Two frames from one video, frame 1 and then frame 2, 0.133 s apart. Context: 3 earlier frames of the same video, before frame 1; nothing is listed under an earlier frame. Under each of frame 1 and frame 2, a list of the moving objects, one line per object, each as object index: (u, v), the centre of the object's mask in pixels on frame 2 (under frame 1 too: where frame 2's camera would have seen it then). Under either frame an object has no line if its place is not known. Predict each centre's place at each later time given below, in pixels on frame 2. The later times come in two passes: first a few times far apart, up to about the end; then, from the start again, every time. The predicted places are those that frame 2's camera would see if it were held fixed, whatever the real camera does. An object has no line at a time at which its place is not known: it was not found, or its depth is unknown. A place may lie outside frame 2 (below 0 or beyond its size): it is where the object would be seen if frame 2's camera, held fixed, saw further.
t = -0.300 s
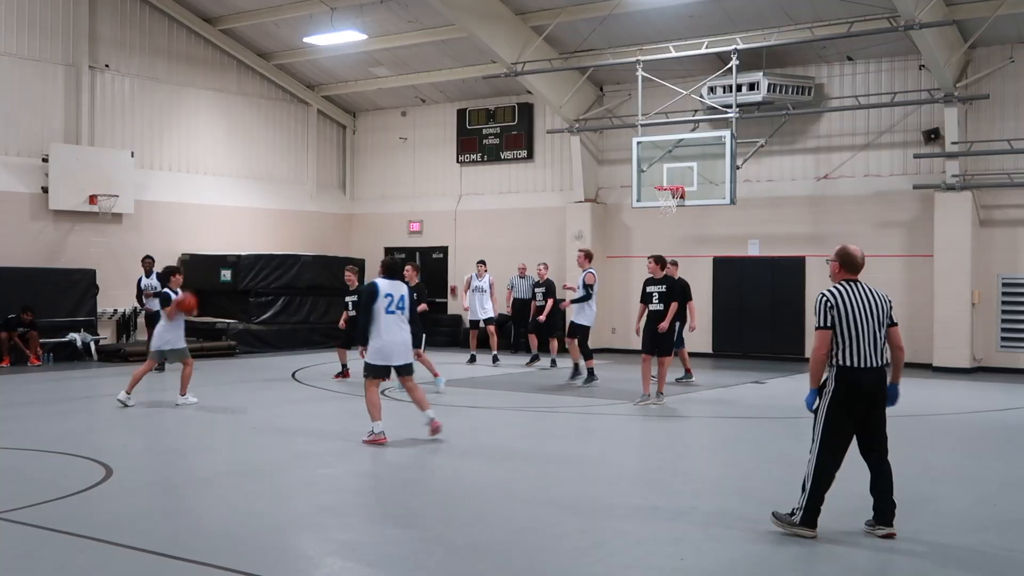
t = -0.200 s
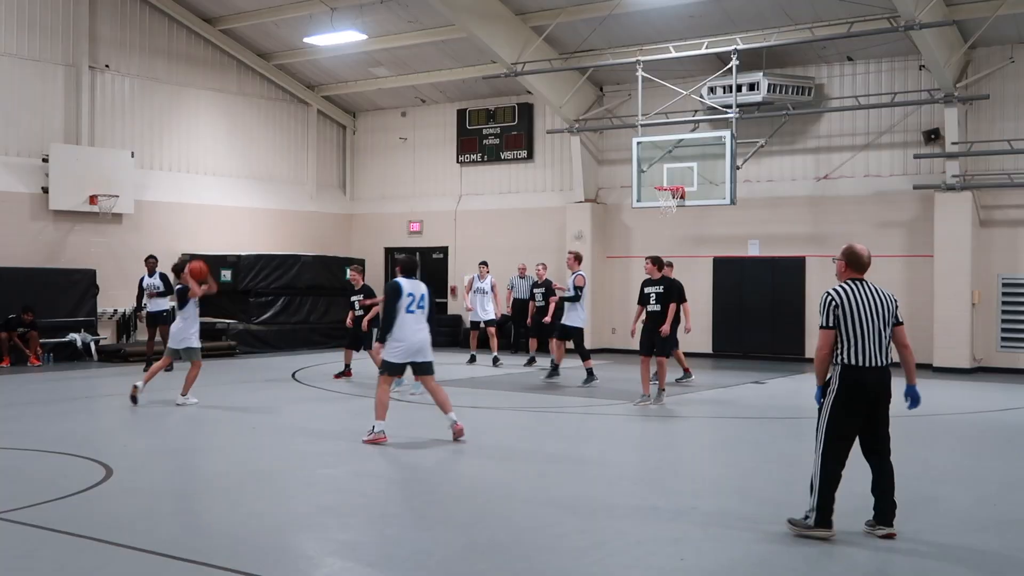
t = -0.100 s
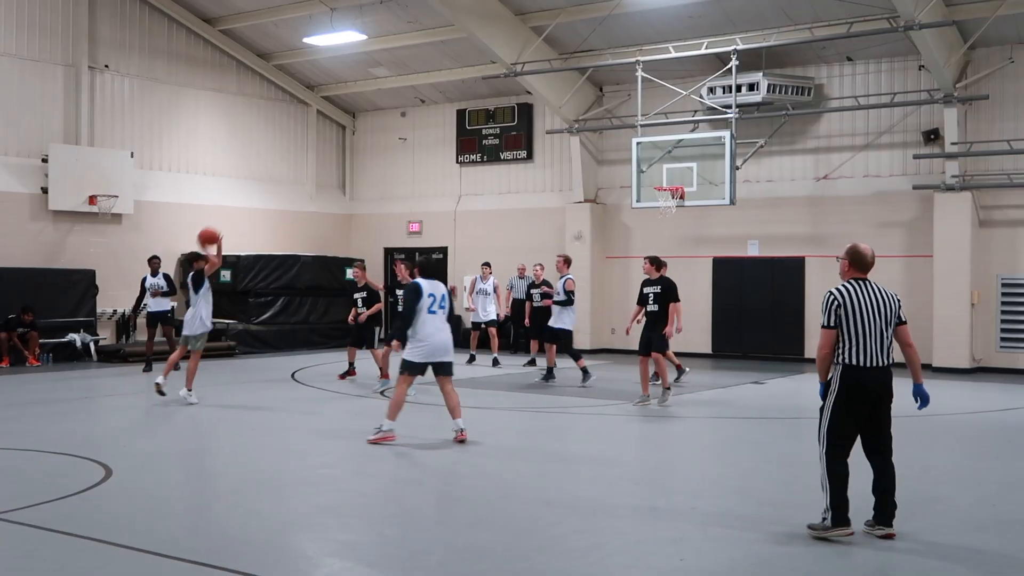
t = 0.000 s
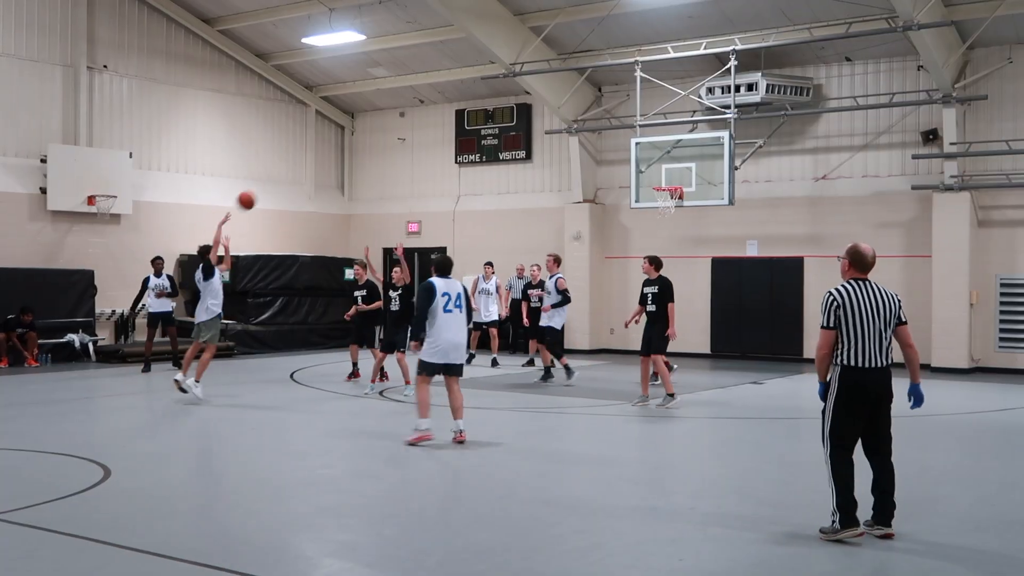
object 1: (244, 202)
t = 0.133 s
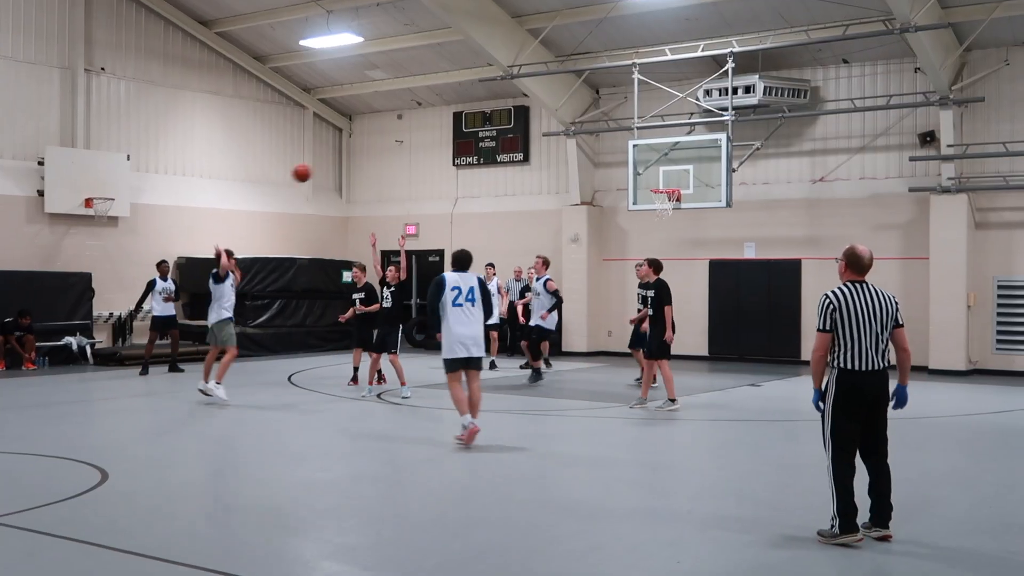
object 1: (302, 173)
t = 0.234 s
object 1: (343, 160)
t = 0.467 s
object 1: (431, 161)
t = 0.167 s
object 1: (316, 167)
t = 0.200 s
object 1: (329, 163)
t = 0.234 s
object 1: (343, 160)
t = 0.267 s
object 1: (356, 158)
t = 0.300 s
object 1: (369, 156)
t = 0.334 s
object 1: (381, 156)
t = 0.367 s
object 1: (394, 156)
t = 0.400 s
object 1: (406, 157)
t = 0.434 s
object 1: (419, 158)
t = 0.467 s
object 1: (431, 161)
